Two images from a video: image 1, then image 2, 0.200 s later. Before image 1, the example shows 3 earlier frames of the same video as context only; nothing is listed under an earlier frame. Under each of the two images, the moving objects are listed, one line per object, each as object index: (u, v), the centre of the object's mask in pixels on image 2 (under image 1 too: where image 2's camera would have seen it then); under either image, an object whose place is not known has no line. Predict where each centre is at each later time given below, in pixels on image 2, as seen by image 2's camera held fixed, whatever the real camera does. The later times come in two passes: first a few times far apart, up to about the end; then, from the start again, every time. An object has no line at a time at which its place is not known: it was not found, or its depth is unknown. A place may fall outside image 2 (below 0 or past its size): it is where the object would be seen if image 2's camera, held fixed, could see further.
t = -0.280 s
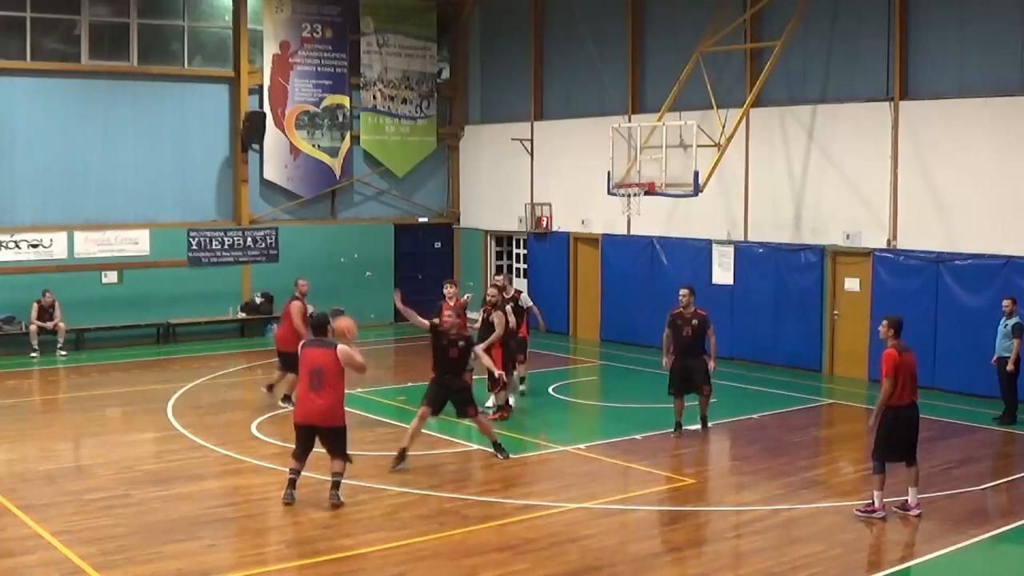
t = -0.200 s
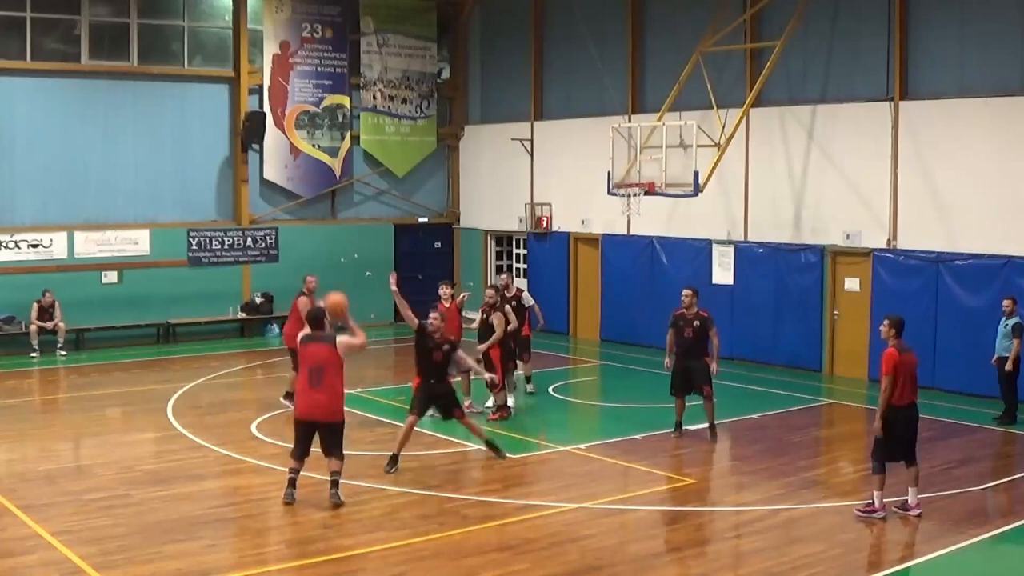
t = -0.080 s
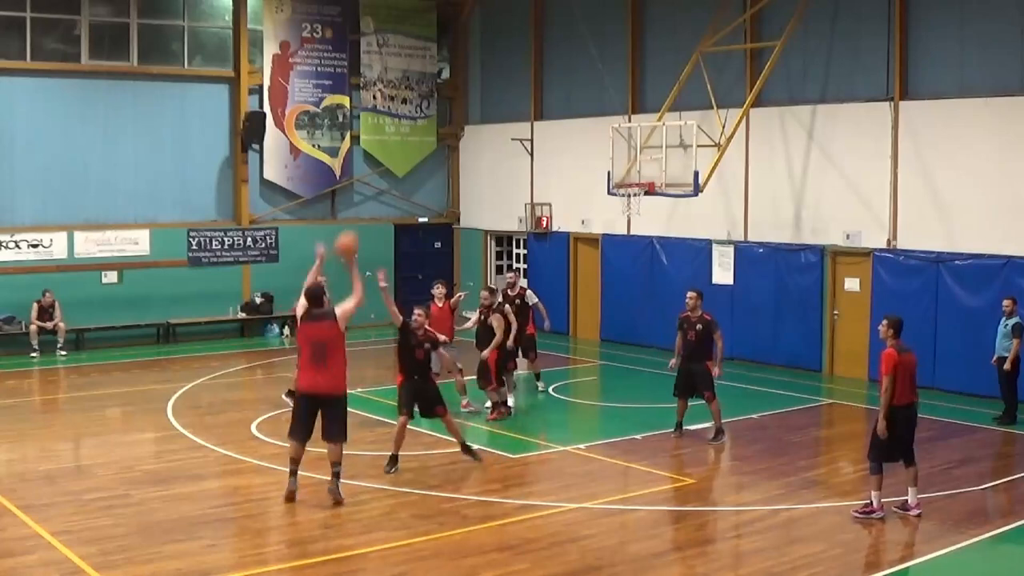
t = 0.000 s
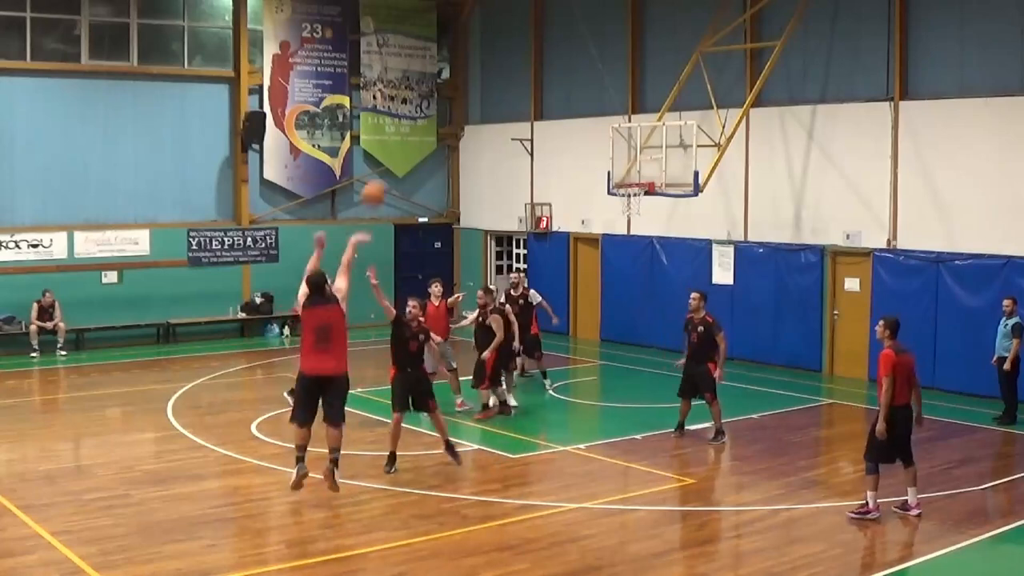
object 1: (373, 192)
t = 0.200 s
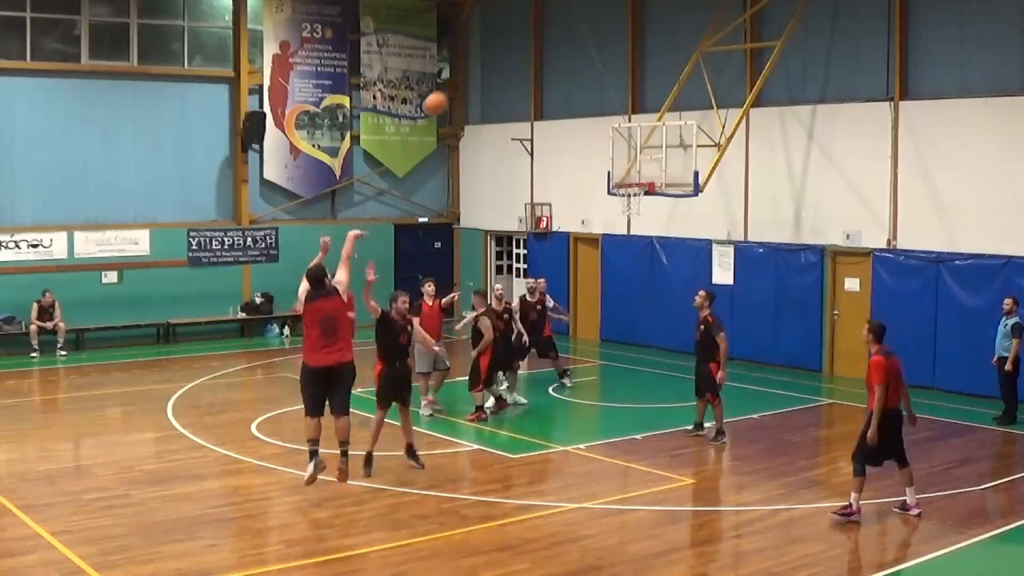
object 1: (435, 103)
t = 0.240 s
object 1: (448, 91)
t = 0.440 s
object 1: (500, 55)
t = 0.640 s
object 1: (545, 53)
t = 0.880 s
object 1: (591, 88)
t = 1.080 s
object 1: (624, 144)
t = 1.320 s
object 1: (608, 165)
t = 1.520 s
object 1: (571, 146)
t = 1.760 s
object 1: (526, 159)
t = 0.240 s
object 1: (448, 91)
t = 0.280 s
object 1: (458, 81)
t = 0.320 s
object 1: (469, 71)
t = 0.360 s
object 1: (479, 65)
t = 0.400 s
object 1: (490, 59)
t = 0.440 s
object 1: (500, 55)
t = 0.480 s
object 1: (509, 52)
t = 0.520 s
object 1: (518, 50)
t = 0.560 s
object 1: (527, 50)
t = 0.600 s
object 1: (536, 51)
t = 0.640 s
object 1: (545, 53)
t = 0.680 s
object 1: (553, 56)
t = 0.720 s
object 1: (561, 60)
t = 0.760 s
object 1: (569, 66)
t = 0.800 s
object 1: (577, 72)
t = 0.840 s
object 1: (584, 79)
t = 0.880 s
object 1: (591, 88)
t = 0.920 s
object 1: (598, 97)
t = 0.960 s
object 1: (605, 107)
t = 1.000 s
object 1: (612, 118)
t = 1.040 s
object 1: (619, 131)
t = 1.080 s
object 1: (624, 144)
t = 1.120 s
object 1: (631, 157)
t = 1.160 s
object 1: (636, 170)
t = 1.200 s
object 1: (637, 179)
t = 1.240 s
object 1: (623, 179)
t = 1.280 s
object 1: (616, 173)
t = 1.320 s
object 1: (608, 165)
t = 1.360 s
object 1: (600, 160)
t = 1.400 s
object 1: (593, 155)
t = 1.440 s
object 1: (586, 151)
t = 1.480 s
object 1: (578, 148)
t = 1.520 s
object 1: (571, 146)
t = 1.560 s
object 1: (563, 146)
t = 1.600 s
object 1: (556, 146)
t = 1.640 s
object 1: (548, 148)
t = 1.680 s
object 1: (541, 151)
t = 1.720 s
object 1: (534, 153)
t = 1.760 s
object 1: (526, 159)
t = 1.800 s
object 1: (519, 164)
